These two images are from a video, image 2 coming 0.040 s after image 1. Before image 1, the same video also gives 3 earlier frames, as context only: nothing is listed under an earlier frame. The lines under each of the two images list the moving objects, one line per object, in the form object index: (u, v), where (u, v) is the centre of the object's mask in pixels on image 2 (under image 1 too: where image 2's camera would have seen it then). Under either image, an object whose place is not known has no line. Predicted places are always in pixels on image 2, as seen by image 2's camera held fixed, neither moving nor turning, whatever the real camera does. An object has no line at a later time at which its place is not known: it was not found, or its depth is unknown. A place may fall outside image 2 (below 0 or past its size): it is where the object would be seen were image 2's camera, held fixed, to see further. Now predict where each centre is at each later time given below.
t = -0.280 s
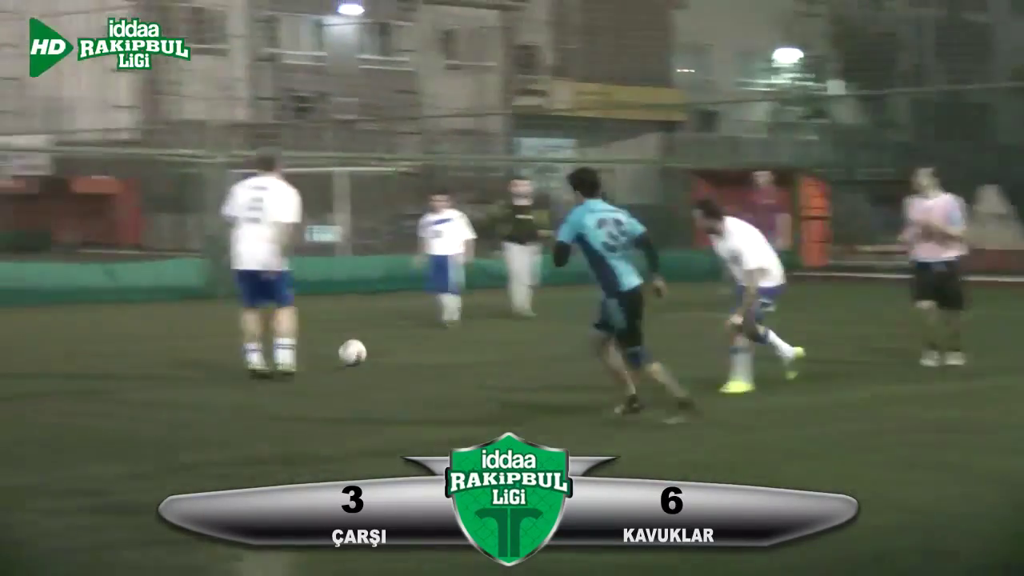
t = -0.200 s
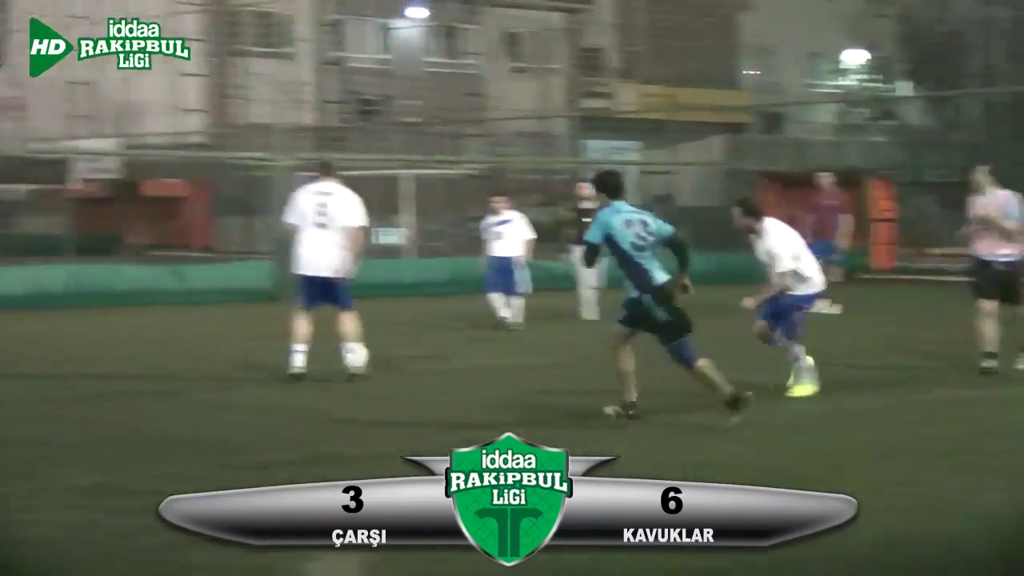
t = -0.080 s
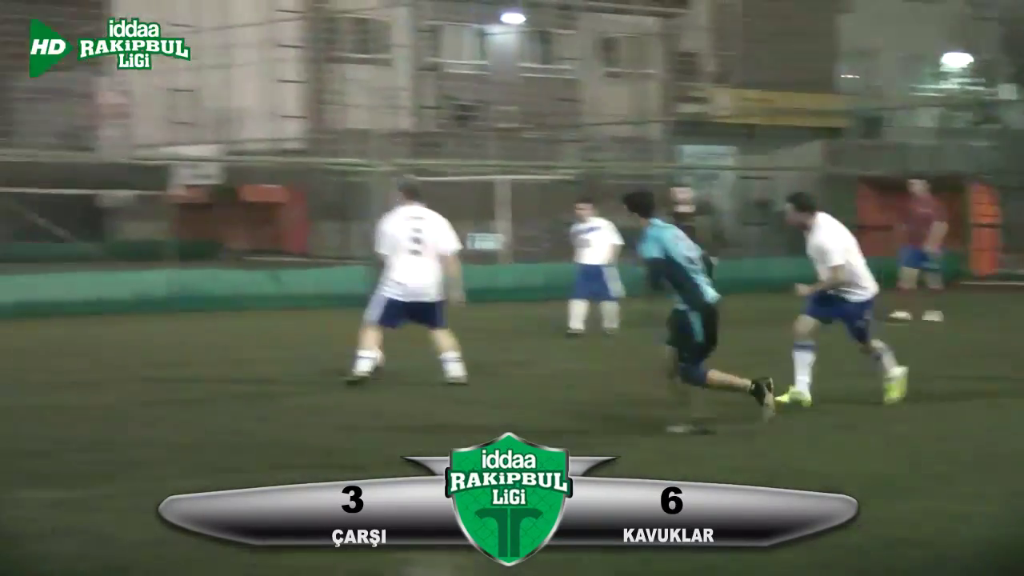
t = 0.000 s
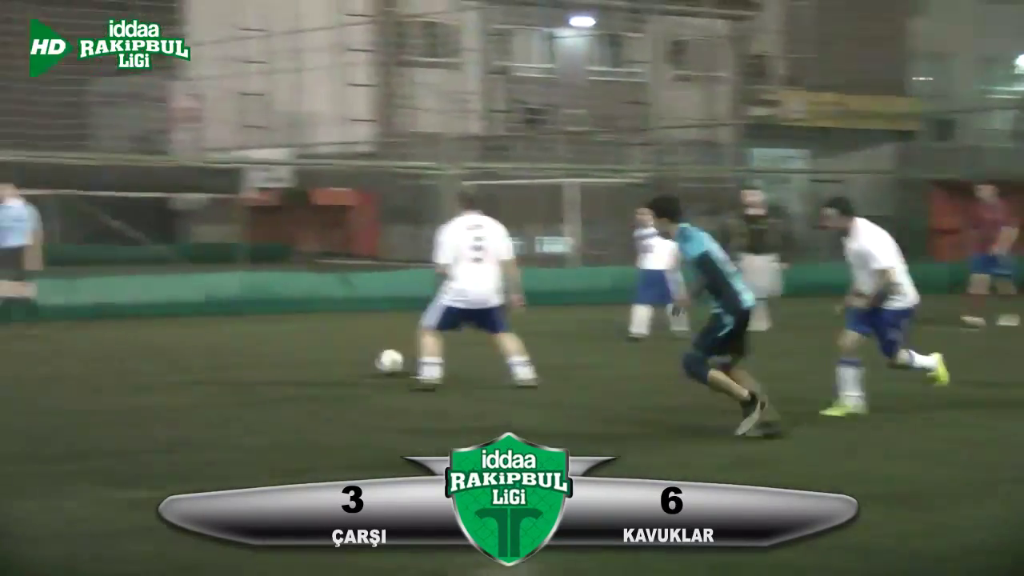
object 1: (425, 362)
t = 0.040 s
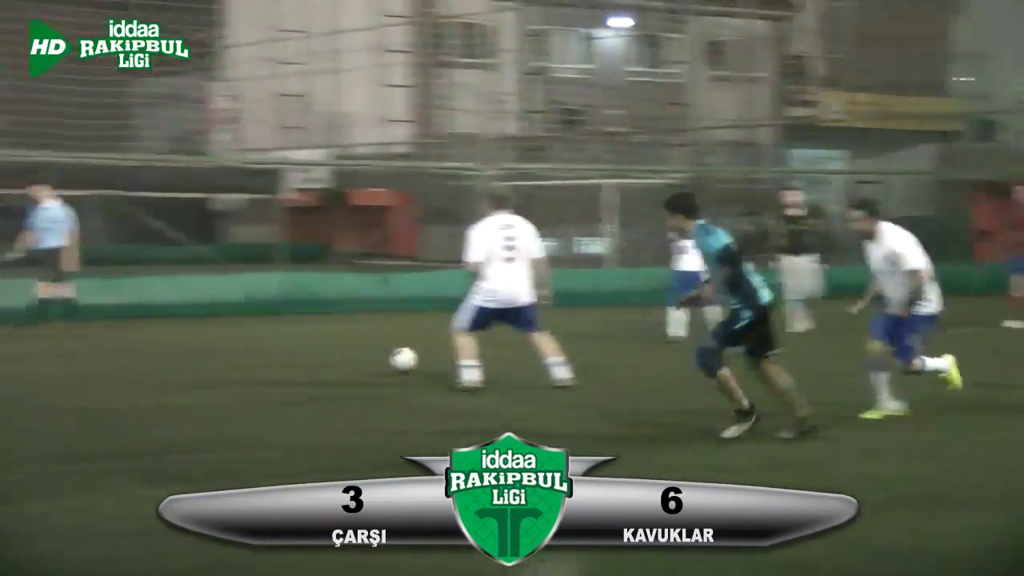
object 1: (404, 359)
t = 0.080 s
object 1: (383, 358)
